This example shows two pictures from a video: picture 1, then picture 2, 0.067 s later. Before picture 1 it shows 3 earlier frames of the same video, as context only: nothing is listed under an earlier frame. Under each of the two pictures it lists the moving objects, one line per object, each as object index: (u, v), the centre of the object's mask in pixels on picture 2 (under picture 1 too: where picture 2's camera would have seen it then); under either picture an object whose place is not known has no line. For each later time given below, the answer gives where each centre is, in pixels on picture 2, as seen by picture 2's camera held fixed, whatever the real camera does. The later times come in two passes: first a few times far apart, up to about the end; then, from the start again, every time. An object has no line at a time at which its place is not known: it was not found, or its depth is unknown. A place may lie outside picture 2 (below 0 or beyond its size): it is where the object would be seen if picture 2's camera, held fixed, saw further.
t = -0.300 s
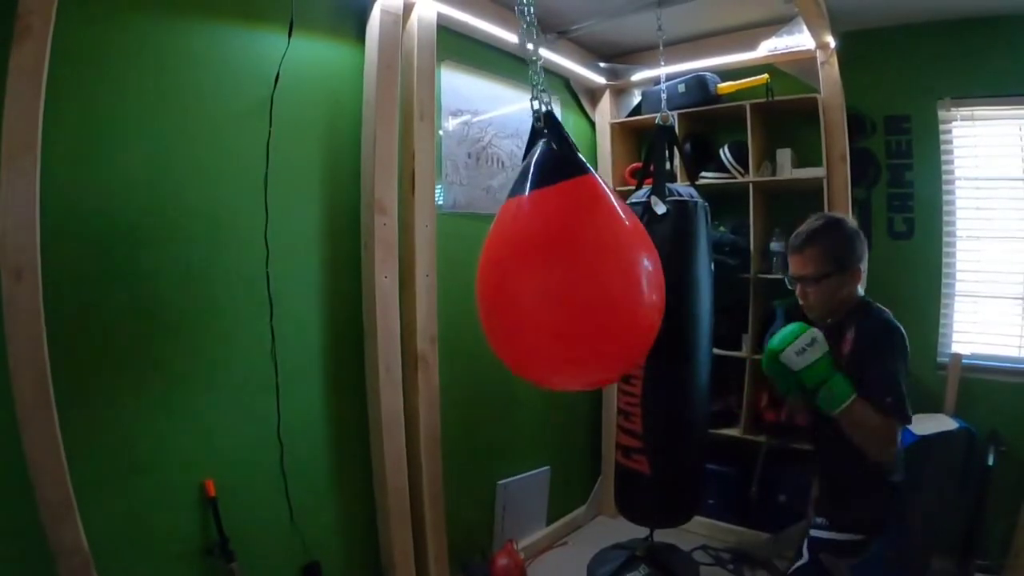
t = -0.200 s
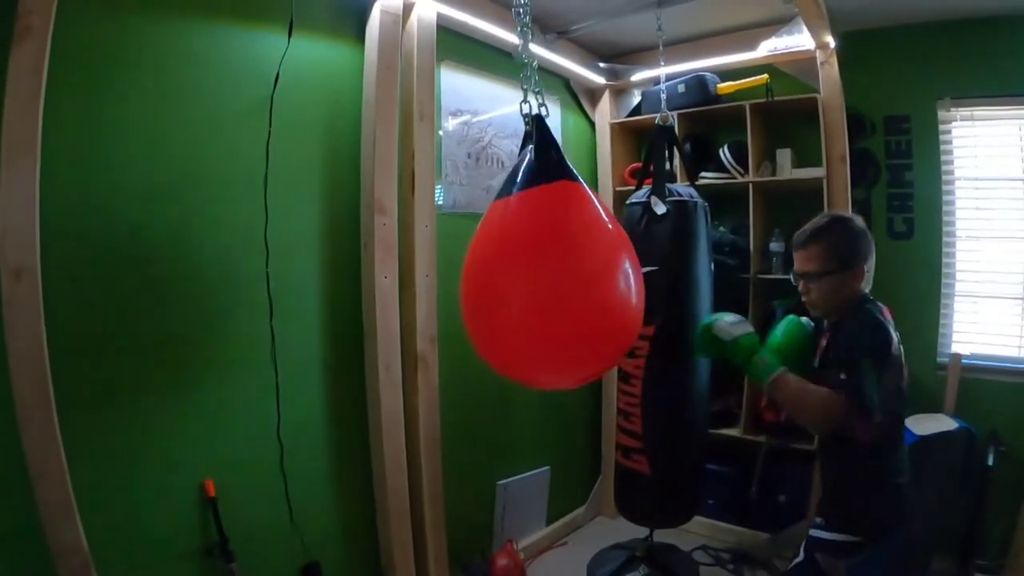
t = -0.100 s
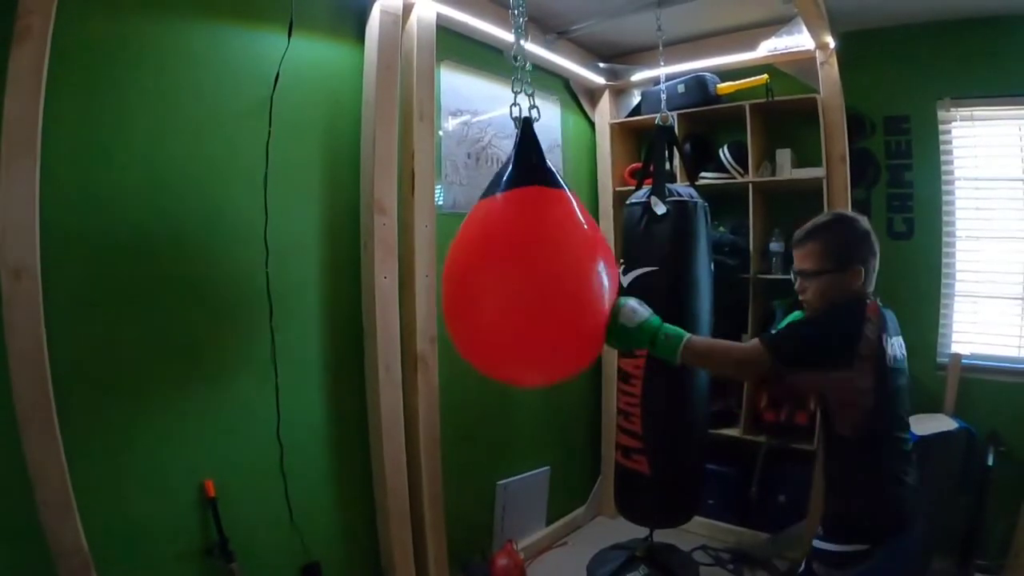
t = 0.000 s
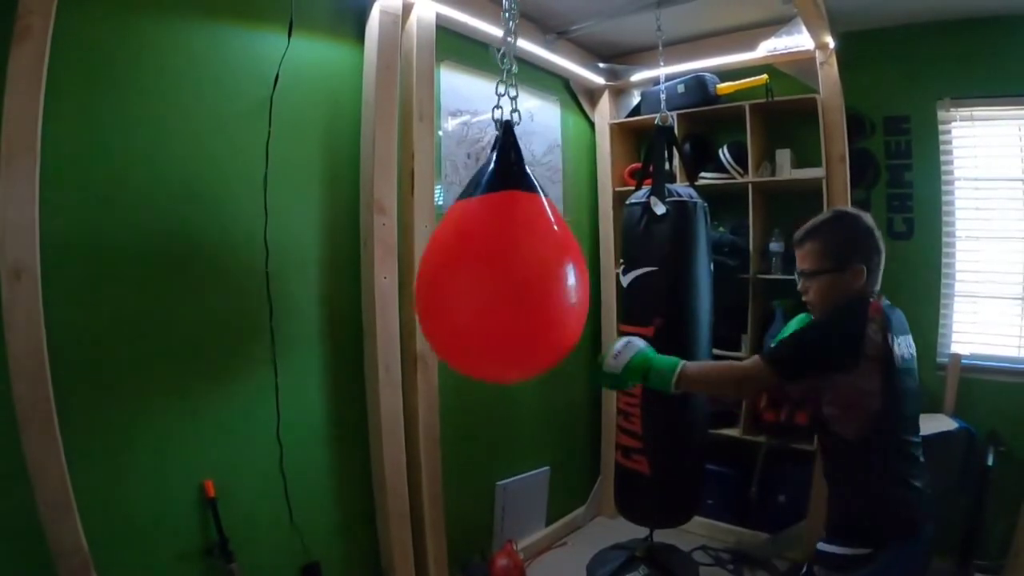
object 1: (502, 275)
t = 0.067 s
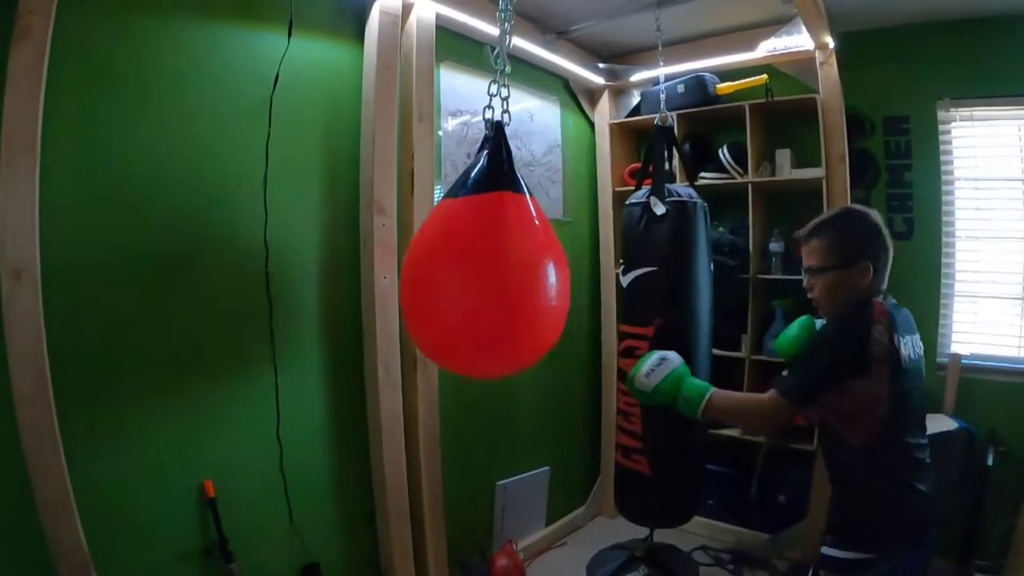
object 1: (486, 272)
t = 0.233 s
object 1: (455, 265)
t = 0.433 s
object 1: (442, 263)
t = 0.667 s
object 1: (463, 273)
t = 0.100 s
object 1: (479, 271)
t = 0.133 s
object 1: (472, 269)
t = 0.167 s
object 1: (465, 267)
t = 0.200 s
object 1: (459, 266)
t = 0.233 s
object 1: (455, 265)
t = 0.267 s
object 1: (451, 264)
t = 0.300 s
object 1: (448, 263)
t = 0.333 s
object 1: (445, 263)
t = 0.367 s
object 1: (443, 263)
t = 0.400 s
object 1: (442, 263)
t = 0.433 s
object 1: (442, 263)
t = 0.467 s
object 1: (442, 264)
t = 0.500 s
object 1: (443, 265)
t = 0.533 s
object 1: (445, 266)
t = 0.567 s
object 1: (448, 267)
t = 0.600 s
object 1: (452, 269)
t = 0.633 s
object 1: (457, 271)
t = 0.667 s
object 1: (463, 273)
